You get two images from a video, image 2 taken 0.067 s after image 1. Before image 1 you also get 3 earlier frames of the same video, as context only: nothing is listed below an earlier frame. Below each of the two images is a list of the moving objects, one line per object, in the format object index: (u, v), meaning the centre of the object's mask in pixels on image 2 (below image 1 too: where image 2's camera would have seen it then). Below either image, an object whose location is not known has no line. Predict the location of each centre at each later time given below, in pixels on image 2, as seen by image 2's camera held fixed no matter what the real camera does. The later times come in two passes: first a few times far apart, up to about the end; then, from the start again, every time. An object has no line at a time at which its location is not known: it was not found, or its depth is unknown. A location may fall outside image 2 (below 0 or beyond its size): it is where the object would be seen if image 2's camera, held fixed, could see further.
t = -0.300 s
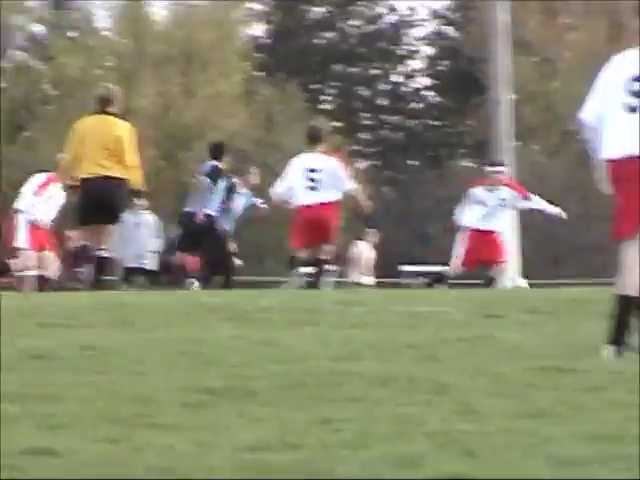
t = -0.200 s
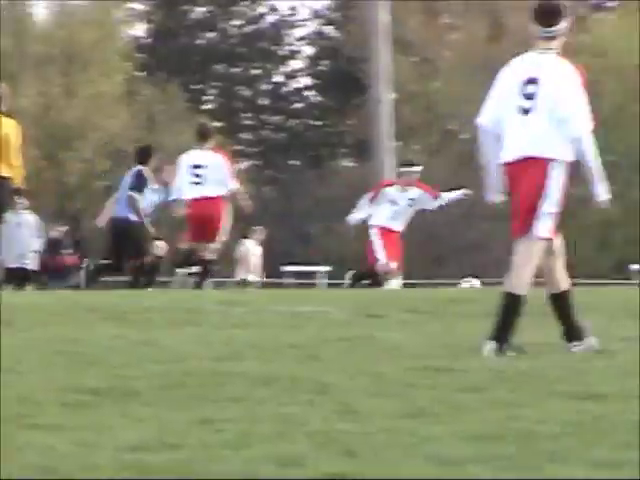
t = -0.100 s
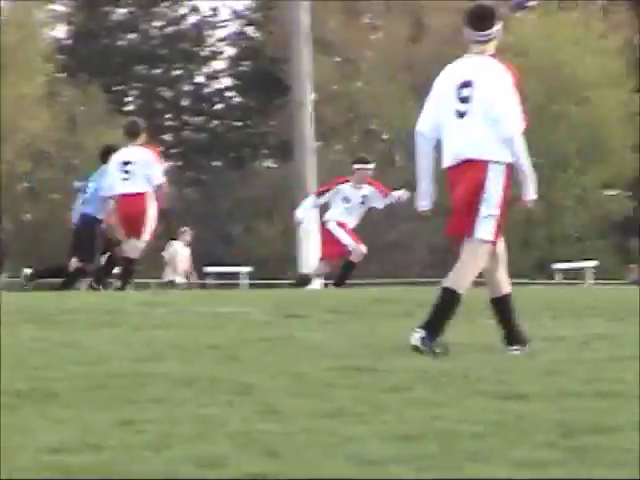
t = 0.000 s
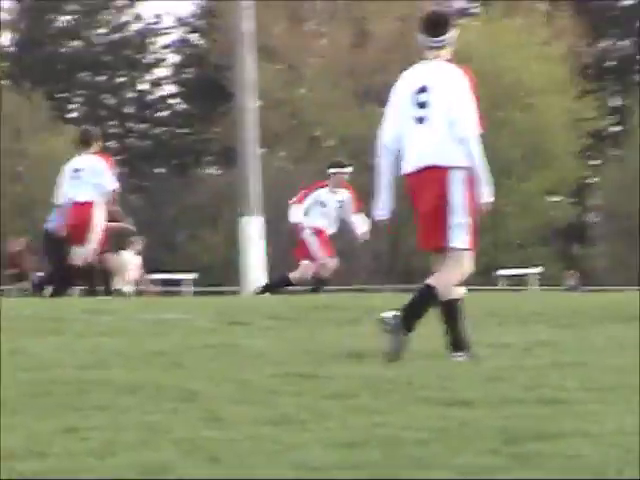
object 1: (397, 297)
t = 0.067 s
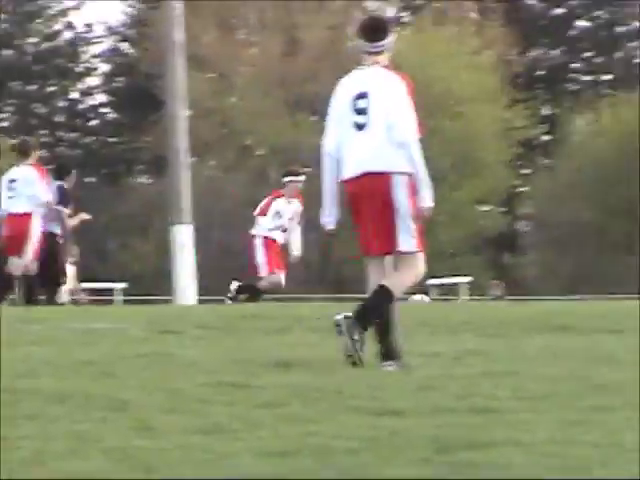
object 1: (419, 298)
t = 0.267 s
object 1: (505, 297)
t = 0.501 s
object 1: (600, 298)
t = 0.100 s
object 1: (433, 298)
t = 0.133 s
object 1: (447, 297)
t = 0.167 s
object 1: (462, 298)
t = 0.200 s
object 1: (476, 299)
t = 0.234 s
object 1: (491, 298)
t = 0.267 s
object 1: (505, 297)
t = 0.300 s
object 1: (520, 296)
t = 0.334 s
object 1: (534, 297)
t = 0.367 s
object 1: (547, 297)
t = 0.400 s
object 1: (560, 298)
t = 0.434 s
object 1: (574, 297)
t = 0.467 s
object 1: (587, 298)
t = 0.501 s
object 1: (600, 298)
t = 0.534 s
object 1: (613, 298)
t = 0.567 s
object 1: (626, 298)
